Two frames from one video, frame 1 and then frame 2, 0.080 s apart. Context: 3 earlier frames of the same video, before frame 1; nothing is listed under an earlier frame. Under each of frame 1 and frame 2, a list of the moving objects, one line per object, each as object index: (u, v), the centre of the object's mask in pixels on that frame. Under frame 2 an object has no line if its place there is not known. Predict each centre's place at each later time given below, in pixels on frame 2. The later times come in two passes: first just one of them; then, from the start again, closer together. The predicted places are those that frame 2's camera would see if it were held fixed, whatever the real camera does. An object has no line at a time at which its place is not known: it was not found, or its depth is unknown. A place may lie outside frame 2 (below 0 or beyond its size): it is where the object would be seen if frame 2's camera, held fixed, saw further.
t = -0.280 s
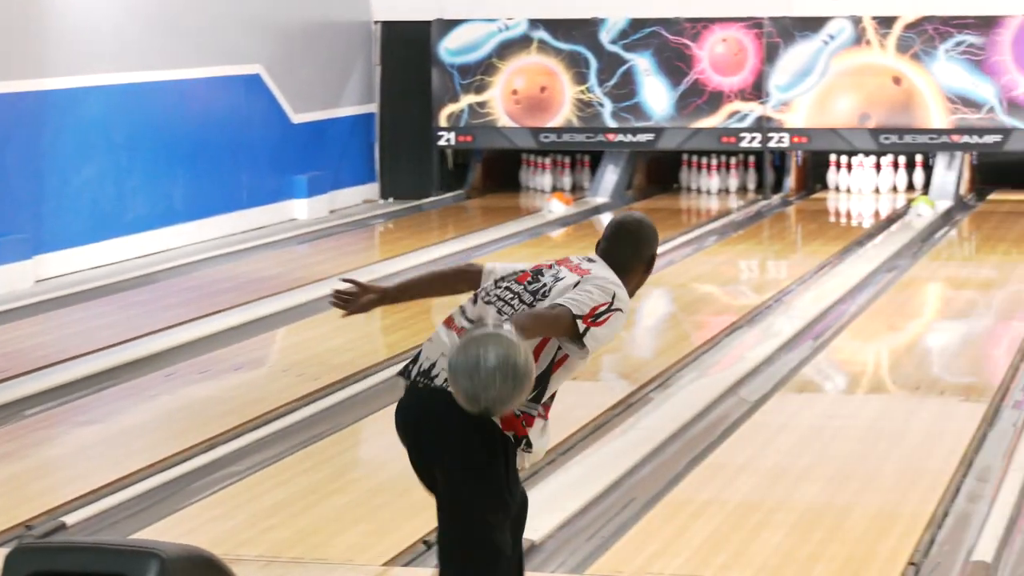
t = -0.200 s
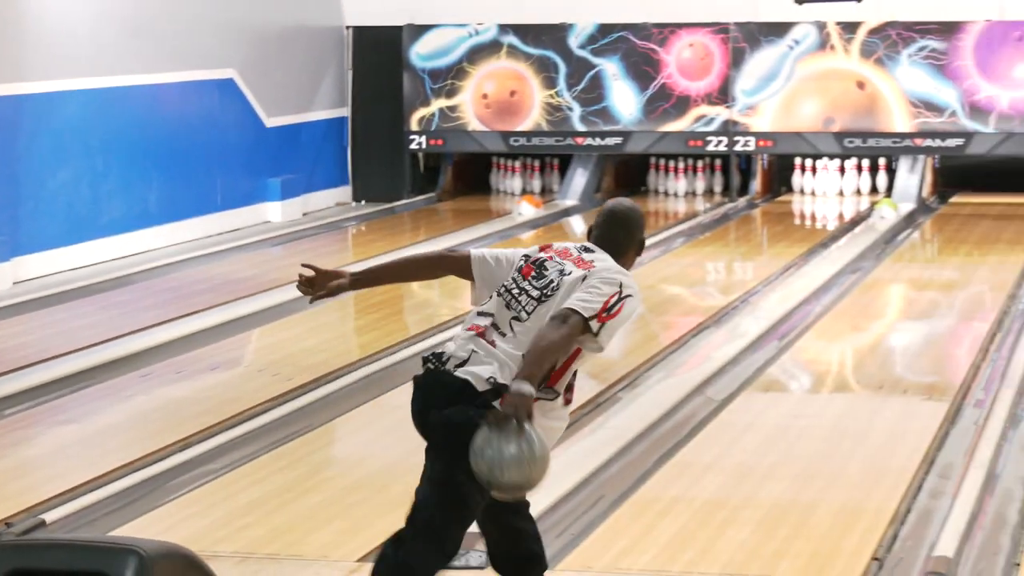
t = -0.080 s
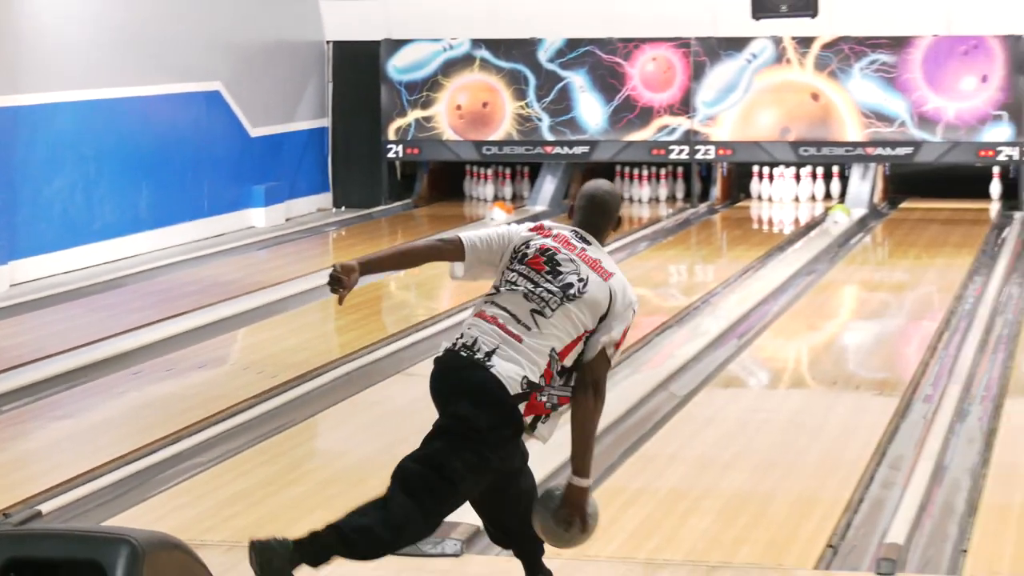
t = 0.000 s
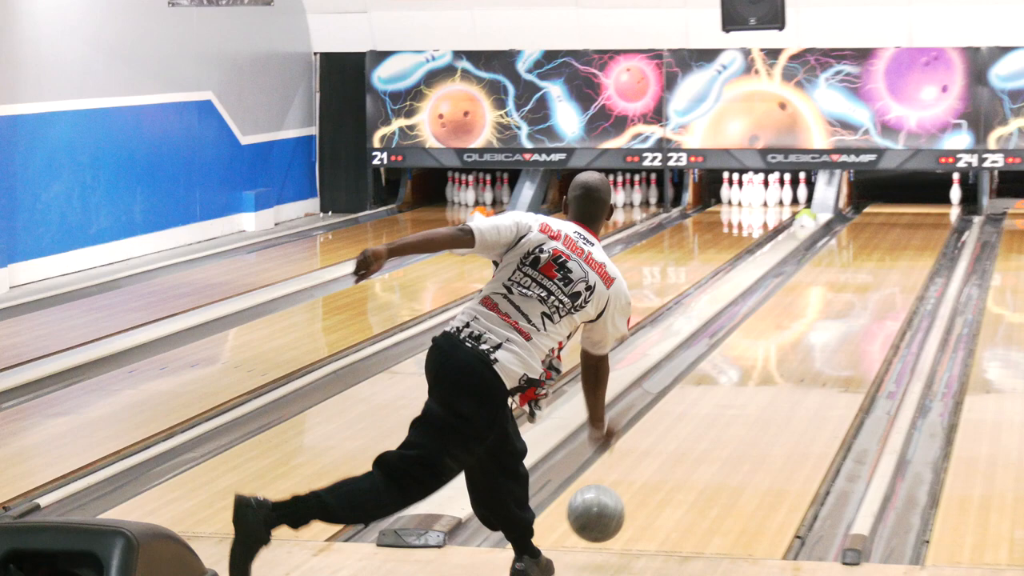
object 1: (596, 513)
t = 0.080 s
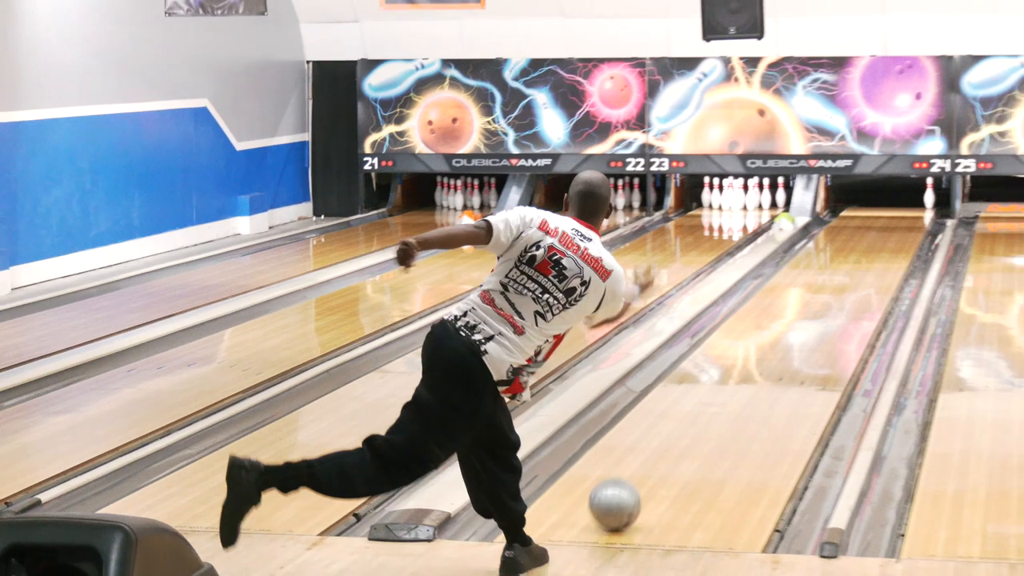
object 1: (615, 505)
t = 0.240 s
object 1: (680, 439)
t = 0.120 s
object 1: (637, 483)
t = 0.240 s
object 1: (680, 439)
